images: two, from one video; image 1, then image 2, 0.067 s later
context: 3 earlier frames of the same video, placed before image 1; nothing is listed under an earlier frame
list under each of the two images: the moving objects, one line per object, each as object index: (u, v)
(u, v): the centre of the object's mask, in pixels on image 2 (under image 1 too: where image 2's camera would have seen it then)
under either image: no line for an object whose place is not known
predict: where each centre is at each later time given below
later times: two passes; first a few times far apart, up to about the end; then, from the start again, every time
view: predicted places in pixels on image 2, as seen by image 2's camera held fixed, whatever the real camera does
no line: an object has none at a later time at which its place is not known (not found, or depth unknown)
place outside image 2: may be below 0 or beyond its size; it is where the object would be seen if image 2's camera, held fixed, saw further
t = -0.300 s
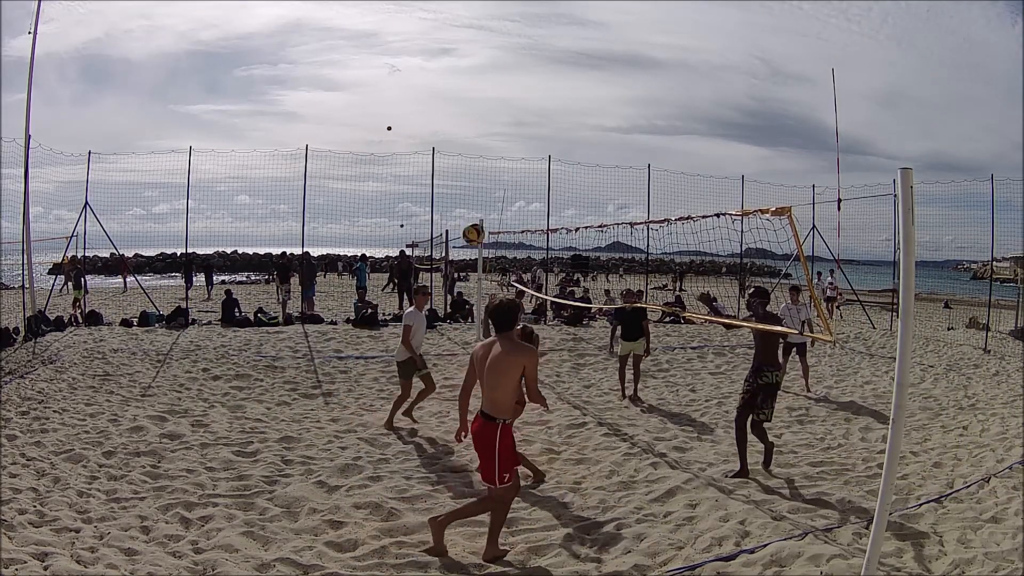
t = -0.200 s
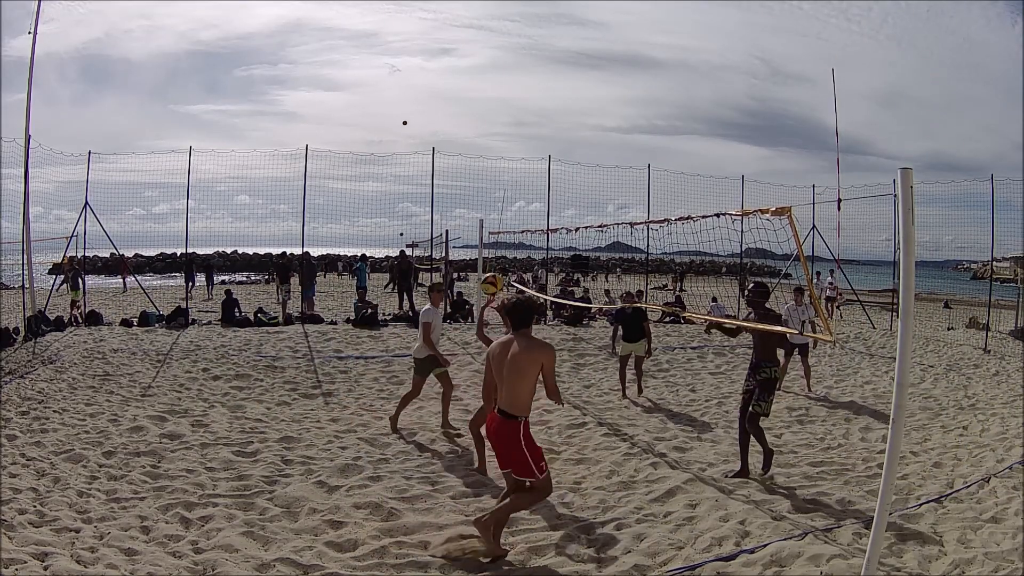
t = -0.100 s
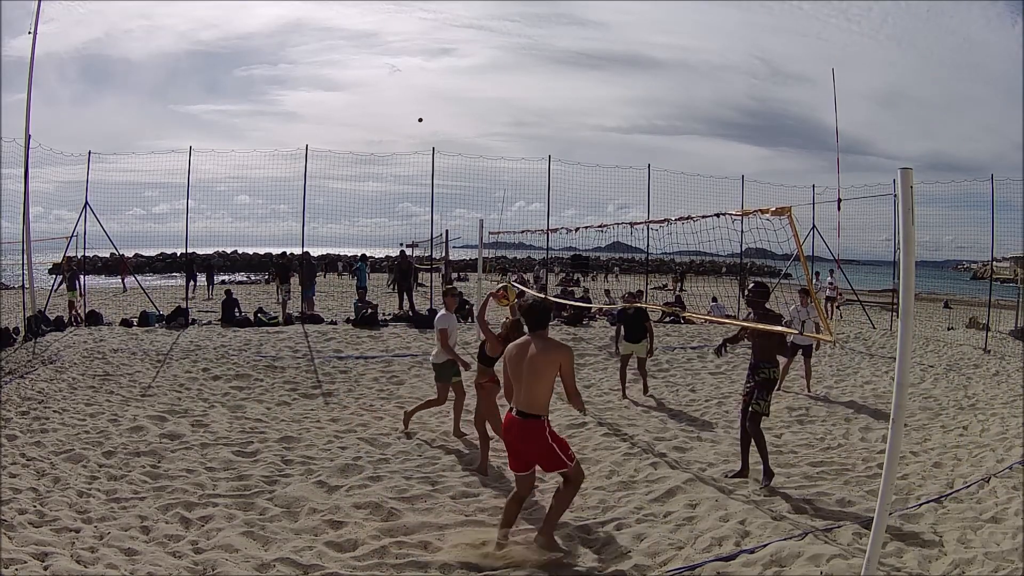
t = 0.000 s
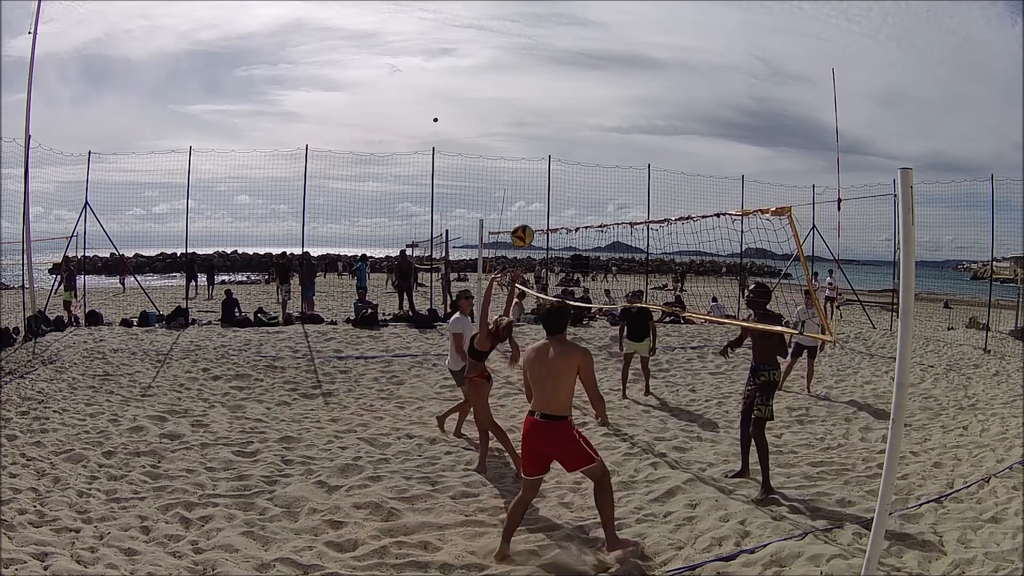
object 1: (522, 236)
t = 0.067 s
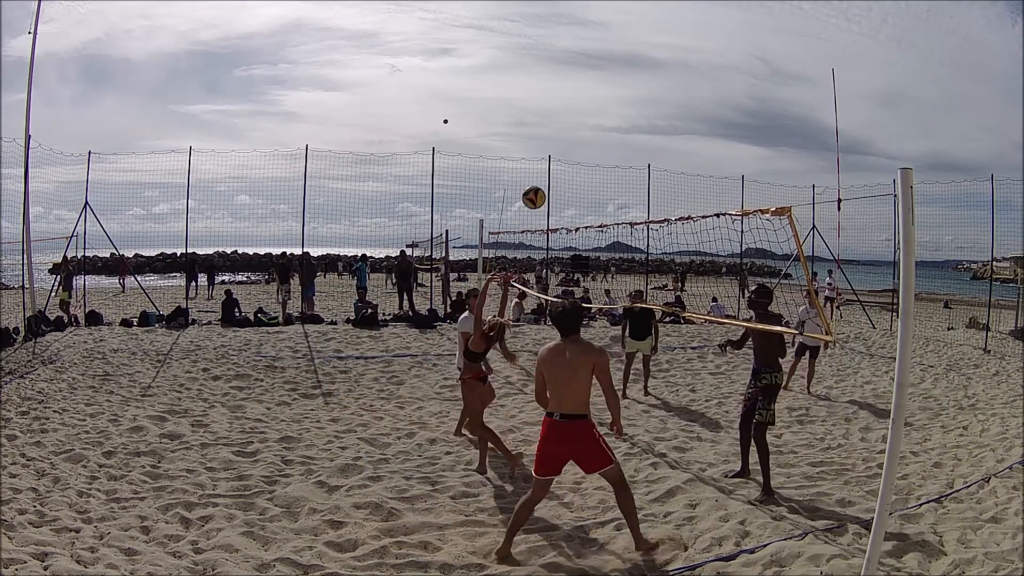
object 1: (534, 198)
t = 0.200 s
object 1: (557, 135)
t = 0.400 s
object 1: (591, 76)
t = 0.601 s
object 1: (627, 58)
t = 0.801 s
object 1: (665, 86)
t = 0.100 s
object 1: (539, 180)
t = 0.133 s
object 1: (545, 164)
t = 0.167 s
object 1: (551, 149)
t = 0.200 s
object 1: (557, 135)
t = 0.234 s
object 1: (563, 122)
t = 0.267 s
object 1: (568, 111)
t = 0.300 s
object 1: (574, 100)
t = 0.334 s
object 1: (580, 91)
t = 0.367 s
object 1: (586, 83)
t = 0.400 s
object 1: (591, 76)
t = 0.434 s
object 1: (597, 70)
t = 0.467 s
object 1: (603, 65)
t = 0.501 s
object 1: (609, 62)
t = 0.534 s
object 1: (615, 59)
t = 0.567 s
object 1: (621, 58)
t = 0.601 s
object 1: (627, 58)
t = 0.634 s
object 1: (633, 60)
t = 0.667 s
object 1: (640, 62)
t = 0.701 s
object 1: (646, 66)
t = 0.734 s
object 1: (652, 71)
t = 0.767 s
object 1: (659, 78)
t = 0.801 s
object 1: (665, 86)
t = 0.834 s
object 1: (672, 95)
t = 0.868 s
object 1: (679, 106)
